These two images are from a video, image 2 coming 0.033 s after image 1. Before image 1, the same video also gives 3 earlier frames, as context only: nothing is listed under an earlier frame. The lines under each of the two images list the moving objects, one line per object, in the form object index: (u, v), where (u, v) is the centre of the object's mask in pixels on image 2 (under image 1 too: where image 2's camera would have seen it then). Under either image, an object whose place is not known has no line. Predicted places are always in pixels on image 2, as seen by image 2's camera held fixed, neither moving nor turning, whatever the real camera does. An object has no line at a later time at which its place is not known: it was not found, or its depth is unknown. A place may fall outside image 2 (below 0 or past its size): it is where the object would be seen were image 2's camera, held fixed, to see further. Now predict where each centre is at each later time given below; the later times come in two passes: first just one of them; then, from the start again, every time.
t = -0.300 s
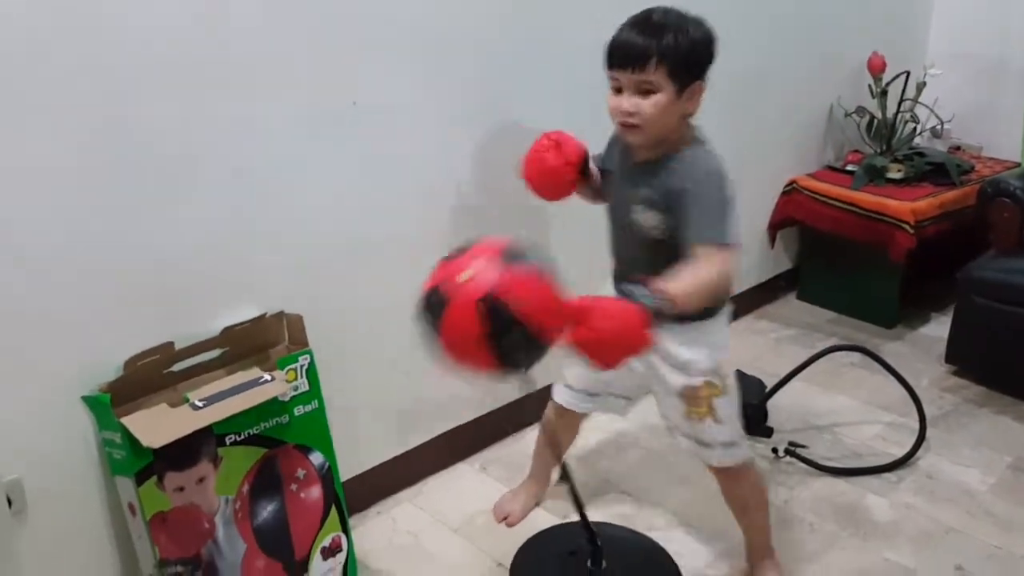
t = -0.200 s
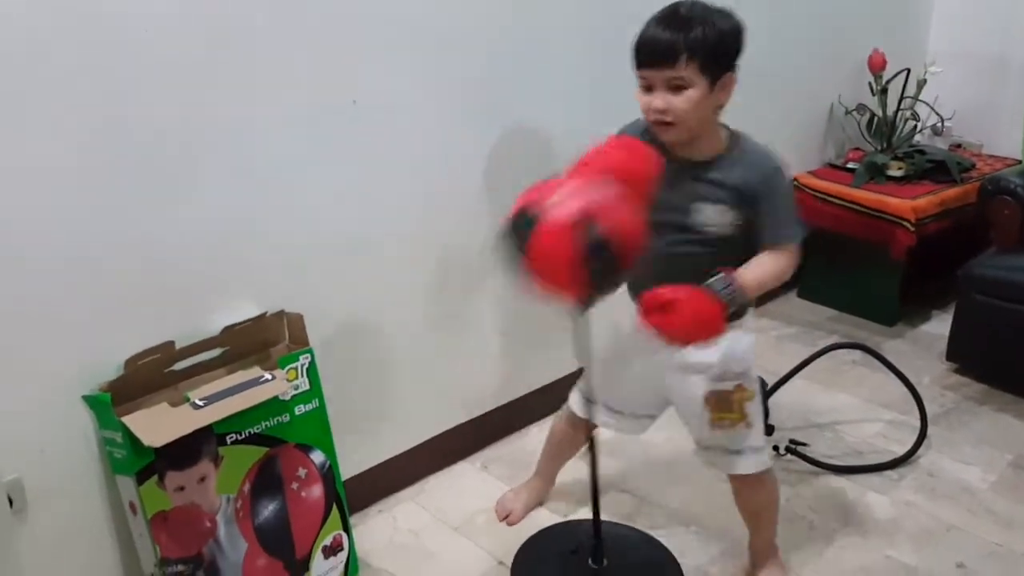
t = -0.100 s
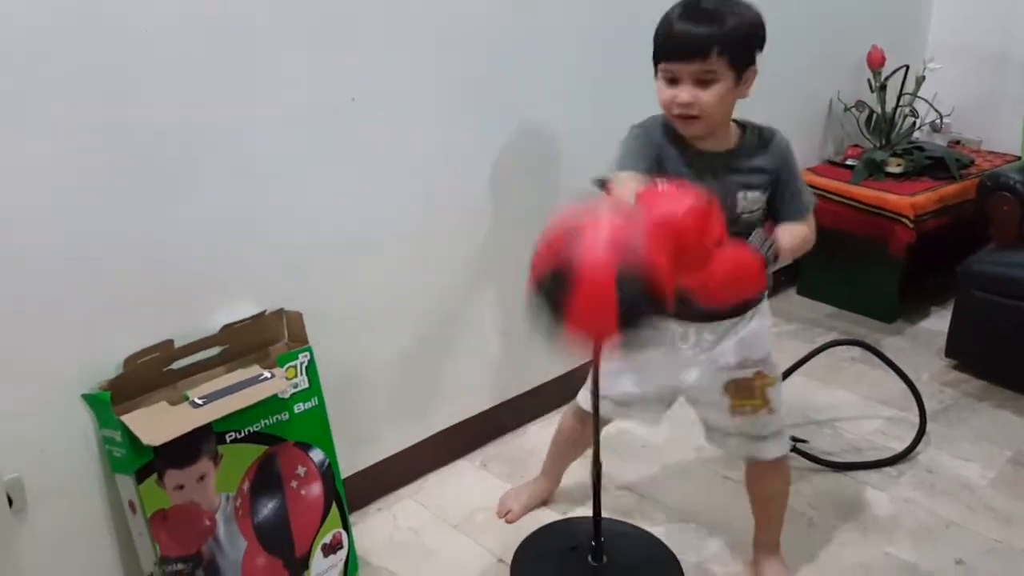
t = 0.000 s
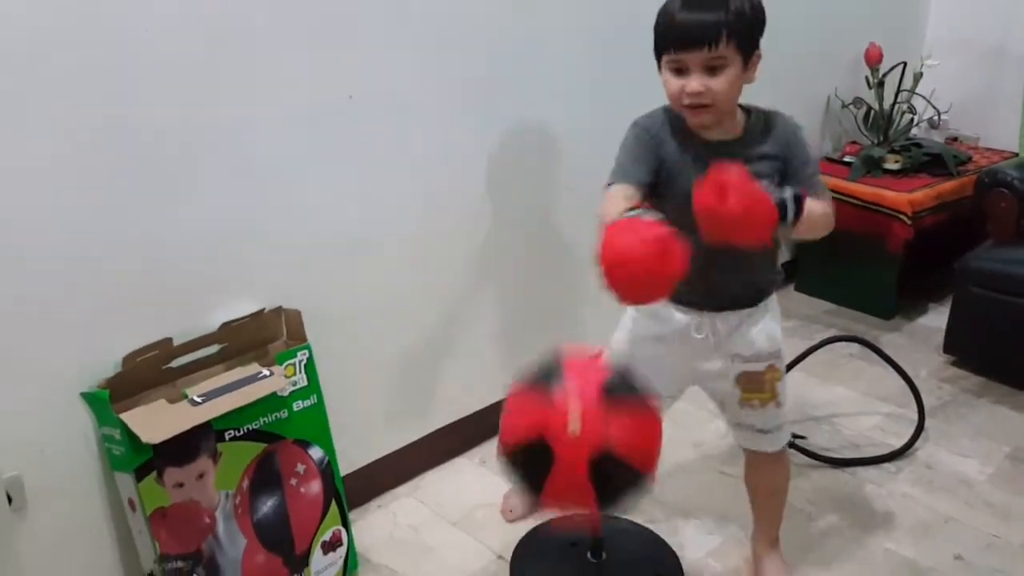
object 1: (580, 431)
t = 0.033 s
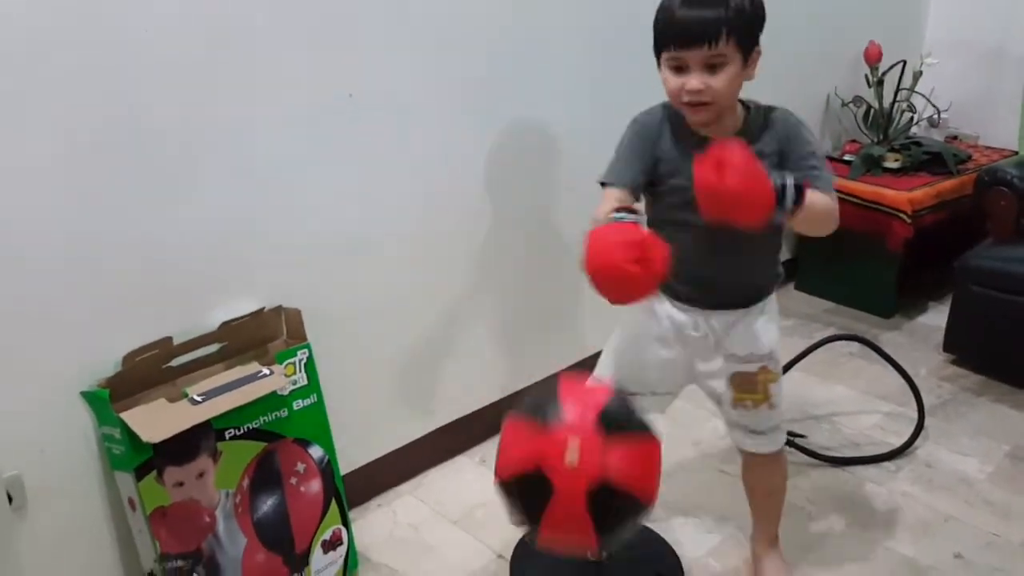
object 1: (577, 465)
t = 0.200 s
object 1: (595, 356)
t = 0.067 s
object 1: (578, 476)
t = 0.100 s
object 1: (580, 470)
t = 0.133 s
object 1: (583, 445)
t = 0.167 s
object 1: (589, 406)
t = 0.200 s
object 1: (595, 356)
